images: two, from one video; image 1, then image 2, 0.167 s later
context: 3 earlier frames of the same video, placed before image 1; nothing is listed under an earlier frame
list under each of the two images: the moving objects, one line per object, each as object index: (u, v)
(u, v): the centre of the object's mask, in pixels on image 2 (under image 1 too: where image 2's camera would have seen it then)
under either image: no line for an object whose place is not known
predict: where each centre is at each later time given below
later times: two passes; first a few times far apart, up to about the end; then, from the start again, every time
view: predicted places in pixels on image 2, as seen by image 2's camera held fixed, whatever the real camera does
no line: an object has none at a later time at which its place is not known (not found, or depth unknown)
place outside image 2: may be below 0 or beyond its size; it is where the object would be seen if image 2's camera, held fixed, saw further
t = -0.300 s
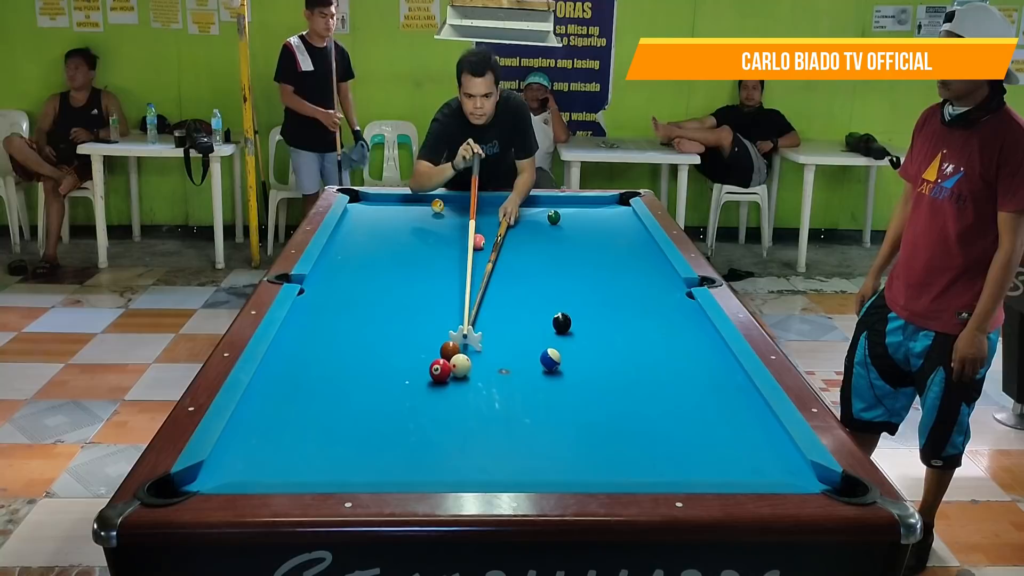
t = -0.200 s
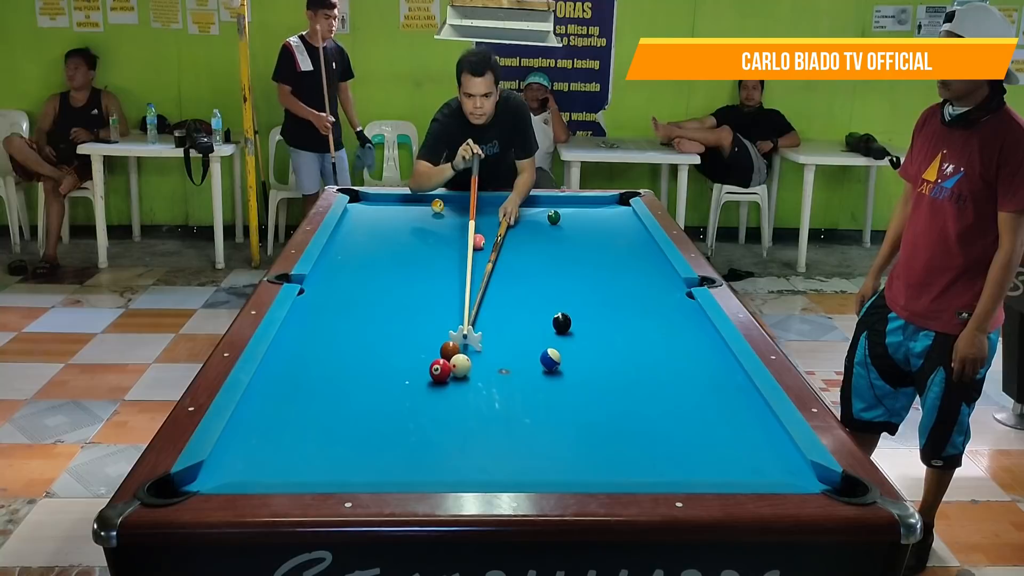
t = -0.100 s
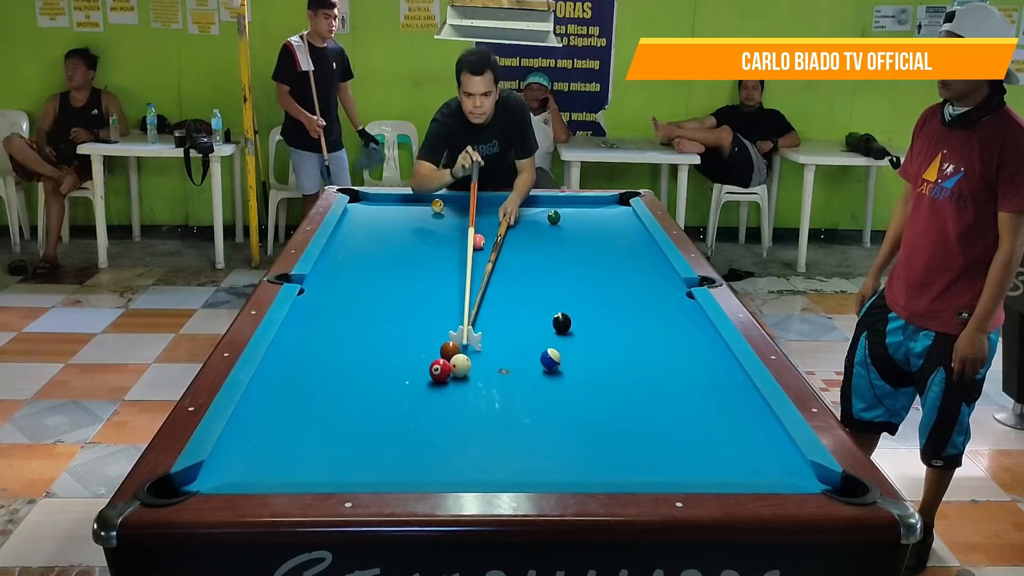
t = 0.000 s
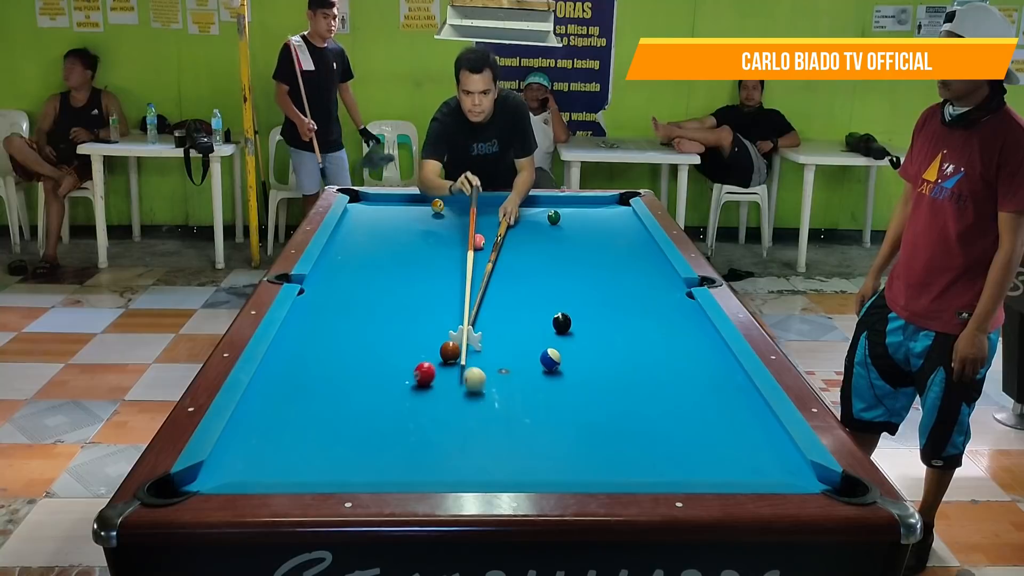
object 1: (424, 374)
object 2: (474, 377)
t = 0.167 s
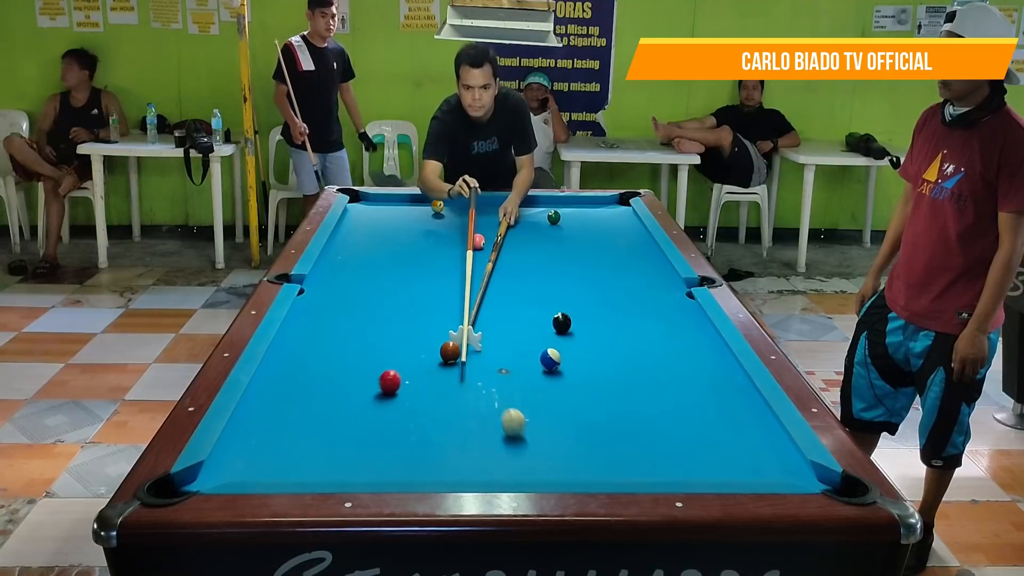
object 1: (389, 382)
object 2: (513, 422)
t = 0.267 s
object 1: (369, 387)
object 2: (540, 452)
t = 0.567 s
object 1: (304, 402)
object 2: (611, 437)
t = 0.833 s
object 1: (246, 416)
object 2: (659, 400)
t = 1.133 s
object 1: (272, 426)
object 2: (702, 365)
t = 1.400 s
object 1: (299, 435)
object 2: (703, 341)
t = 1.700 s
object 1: (327, 444)
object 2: (663, 321)
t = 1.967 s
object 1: (351, 451)
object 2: (633, 306)
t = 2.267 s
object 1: (376, 458)
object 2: (603, 290)
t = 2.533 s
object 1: (396, 464)
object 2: (579, 279)
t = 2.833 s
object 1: (417, 468)
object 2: (556, 267)
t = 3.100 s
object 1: (433, 470)
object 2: (538, 258)
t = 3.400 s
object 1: (446, 471)
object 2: (520, 249)
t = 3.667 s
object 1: (452, 471)
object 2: (506, 242)
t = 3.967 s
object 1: (457, 470)
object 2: (492, 235)
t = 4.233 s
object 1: (459, 470)
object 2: (481, 228)
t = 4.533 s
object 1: (459, 470)
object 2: (470, 224)
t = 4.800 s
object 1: (459, 470)
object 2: (461, 219)
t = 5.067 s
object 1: (459, 470)
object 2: (454, 216)
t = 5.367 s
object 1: (459, 470)
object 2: (446, 212)
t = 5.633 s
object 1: (459, 470)
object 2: (440, 209)
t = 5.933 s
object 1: (459, 470)
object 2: (437, 209)
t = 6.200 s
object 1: (459, 470)
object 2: (435, 209)
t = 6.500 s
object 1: (459, 470)
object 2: (434, 209)
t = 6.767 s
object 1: (459, 470)
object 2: (435, 209)
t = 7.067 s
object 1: (459, 470)
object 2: (435, 209)
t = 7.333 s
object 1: (459, 470)
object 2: (435, 209)
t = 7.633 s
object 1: (459, 470)
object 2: (435, 209)
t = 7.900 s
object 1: (459, 470)
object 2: (435, 209)
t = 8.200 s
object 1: (459, 470)
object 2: (435, 209)
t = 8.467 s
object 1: (459, 470)
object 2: (435, 209)
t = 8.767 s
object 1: (459, 470)
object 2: (435, 209)
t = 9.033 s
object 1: (459, 470)
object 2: (435, 209)
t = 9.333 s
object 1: (459, 470)
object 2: (435, 209)
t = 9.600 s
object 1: (459, 470)
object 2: (435, 209)
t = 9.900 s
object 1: (459, 470)
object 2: (435, 209)
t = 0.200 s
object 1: (383, 384)
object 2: (521, 432)
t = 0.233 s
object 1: (376, 385)
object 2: (530, 442)
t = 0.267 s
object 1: (369, 387)
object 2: (540, 452)
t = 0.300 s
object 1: (362, 389)
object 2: (549, 463)
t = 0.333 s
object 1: (355, 390)
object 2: (559, 469)
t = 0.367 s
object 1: (347, 392)
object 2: (568, 469)
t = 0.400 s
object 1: (340, 394)
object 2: (576, 464)
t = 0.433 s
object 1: (333, 395)
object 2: (584, 458)
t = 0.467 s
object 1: (326, 397)
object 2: (591, 454)
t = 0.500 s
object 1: (319, 399)
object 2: (598, 448)
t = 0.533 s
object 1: (312, 400)
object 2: (605, 443)
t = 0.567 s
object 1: (304, 402)
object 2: (611, 437)
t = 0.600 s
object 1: (297, 404)
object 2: (618, 432)
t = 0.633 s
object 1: (290, 406)
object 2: (624, 427)
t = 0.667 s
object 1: (283, 407)
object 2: (630, 422)
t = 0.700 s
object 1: (275, 409)
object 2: (636, 417)
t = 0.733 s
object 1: (268, 411)
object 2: (642, 413)
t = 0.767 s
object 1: (261, 413)
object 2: (647, 408)
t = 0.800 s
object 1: (253, 414)
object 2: (653, 404)
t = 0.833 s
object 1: (246, 416)
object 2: (659, 400)
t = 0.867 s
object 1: (245, 417)
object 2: (664, 395)
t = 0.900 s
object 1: (248, 419)
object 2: (669, 391)
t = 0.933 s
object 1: (252, 420)
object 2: (674, 387)
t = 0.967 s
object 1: (255, 421)
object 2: (679, 383)
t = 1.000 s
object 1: (259, 422)
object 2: (684, 380)
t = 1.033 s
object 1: (262, 423)
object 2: (689, 376)
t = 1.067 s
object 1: (266, 424)
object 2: (694, 372)
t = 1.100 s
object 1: (269, 425)
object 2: (698, 368)
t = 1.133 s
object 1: (272, 426)
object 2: (702, 365)
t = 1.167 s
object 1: (276, 428)
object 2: (707, 361)
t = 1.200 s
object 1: (279, 429)
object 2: (711, 358)
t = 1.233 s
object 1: (283, 429)
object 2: (716, 355)
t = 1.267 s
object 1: (286, 431)
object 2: (719, 351)
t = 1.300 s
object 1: (289, 432)
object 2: (718, 349)
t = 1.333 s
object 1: (293, 433)
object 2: (713, 346)
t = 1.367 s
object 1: (296, 434)
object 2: (708, 344)
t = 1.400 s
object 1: (299, 435)
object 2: (703, 341)
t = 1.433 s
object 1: (303, 436)
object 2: (698, 339)
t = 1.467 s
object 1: (306, 437)
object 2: (694, 336)
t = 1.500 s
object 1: (309, 438)
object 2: (689, 334)
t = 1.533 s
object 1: (312, 439)
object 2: (684, 332)
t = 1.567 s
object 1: (315, 439)
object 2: (680, 329)
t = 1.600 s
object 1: (318, 441)
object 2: (676, 327)
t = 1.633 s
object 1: (321, 442)
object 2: (671, 325)
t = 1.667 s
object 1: (324, 443)
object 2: (667, 323)
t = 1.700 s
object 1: (327, 444)
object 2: (663, 321)
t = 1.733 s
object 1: (330, 445)
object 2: (659, 319)
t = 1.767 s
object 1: (333, 445)
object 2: (655, 317)
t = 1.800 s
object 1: (336, 446)
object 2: (651, 315)
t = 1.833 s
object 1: (339, 447)
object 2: (648, 313)
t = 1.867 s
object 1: (342, 448)
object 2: (644, 311)
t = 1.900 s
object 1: (345, 449)
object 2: (640, 309)
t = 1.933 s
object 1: (348, 450)
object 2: (636, 307)
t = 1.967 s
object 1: (351, 451)
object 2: (633, 306)
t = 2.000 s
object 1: (354, 453)
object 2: (629, 304)
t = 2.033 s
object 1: (357, 453)
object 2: (626, 302)
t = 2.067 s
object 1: (360, 454)
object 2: (622, 300)
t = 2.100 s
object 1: (363, 454)
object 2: (619, 298)
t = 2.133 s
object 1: (365, 455)
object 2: (615, 297)
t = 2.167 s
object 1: (368, 456)
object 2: (612, 295)
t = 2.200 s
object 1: (371, 457)
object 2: (609, 293)
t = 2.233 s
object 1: (374, 458)
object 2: (606, 292)
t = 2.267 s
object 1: (376, 458)
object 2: (603, 290)
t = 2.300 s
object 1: (379, 459)
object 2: (600, 289)
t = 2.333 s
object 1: (381, 460)
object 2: (596, 287)
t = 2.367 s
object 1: (384, 460)
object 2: (593, 286)
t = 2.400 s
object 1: (387, 461)
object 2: (591, 284)
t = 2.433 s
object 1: (389, 462)
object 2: (588, 283)
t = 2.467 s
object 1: (392, 462)
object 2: (585, 281)
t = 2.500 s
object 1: (394, 463)
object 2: (582, 280)
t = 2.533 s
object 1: (396, 464)
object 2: (579, 279)
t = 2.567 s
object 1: (399, 465)
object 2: (577, 277)
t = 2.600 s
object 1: (401, 465)
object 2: (574, 276)
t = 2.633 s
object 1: (403, 466)
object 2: (571, 275)
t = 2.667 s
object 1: (406, 466)
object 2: (568, 273)
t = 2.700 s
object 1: (408, 466)
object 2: (566, 272)
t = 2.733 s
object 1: (410, 467)
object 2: (563, 271)
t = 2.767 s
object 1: (413, 467)
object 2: (561, 269)
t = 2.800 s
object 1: (415, 468)
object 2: (558, 268)
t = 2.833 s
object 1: (417, 468)
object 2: (556, 267)
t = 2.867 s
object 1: (419, 468)
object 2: (554, 266)
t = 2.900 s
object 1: (421, 468)
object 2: (551, 265)
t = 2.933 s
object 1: (423, 469)
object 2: (549, 264)
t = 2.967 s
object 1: (425, 469)
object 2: (547, 262)
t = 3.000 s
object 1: (427, 470)
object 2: (544, 261)
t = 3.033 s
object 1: (429, 470)
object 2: (542, 260)
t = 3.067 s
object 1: (431, 470)
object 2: (540, 259)
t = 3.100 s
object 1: (433, 470)
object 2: (538, 258)
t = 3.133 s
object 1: (435, 471)
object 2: (536, 257)
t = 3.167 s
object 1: (437, 471)
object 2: (534, 256)
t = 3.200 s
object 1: (439, 471)
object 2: (532, 255)
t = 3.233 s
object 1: (440, 471)
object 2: (530, 254)
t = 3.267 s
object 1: (442, 472)
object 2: (528, 253)
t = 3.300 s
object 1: (443, 472)
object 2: (526, 252)
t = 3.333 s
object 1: (444, 472)
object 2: (524, 251)
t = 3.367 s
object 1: (445, 471)
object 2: (522, 250)
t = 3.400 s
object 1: (446, 471)
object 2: (520, 249)
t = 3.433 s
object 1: (447, 471)
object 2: (518, 248)
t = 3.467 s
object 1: (448, 471)
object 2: (516, 247)
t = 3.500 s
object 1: (449, 471)
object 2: (515, 246)
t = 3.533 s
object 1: (450, 471)
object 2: (513, 245)
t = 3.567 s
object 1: (450, 471)
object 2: (511, 244)
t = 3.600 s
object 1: (451, 471)
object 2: (509, 243)
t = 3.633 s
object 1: (452, 471)
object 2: (508, 243)
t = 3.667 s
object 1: (452, 471)
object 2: (506, 242)
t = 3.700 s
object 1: (453, 471)
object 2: (504, 241)
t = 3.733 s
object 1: (454, 471)
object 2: (503, 240)
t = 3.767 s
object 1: (454, 471)
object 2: (501, 239)
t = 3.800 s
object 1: (455, 471)
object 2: (500, 239)
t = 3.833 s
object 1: (455, 470)
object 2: (498, 238)
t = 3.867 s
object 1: (456, 470)
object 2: (497, 237)
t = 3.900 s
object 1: (456, 470)
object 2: (495, 236)
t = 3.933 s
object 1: (456, 470)
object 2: (494, 235)
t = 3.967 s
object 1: (457, 470)
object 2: (492, 235)
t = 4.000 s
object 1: (457, 470)
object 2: (491, 234)
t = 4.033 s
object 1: (458, 470)
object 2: (489, 233)
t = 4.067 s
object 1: (458, 470)
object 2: (488, 232)
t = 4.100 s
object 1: (458, 470)
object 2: (487, 231)
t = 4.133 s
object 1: (458, 470)
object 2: (485, 231)
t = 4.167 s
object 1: (458, 470)
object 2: (484, 230)
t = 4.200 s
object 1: (459, 470)
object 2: (483, 229)
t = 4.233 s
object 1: (459, 470)
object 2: (481, 228)
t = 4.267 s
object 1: (459, 470)
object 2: (480, 228)
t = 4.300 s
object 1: (459, 470)
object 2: (478, 227)
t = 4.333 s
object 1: (459, 470)
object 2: (477, 227)
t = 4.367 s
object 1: (459, 470)
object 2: (476, 226)
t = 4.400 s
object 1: (459, 470)
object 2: (475, 226)
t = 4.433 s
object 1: (459, 470)
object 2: (473, 225)
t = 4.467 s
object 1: (459, 470)
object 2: (472, 225)
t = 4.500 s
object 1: (459, 470)
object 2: (471, 224)
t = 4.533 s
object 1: (459, 470)
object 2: (470, 224)
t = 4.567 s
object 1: (459, 470)
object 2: (469, 223)
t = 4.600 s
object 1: (459, 470)
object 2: (467, 223)
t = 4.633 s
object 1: (459, 470)
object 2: (466, 222)
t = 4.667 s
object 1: (459, 470)
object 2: (465, 222)
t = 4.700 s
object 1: (459, 470)
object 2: (464, 221)
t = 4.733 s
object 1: (459, 470)
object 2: (463, 220)
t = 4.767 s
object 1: (459, 470)
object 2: (462, 220)
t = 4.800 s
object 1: (459, 470)
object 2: (461, 219)
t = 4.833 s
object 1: (459, 470)
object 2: (460, 219)
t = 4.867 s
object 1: (459, 470)
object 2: (459, 218)
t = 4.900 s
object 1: (459, 470)
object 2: (458, 218)
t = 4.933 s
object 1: (459, 470)
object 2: (457, 217)
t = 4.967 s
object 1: (459, 470)
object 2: (456, 217)
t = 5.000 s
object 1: (459, 470)
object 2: (455, 217)
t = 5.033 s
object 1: (459, 470)
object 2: (454, 216)
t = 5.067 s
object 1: (459, 470)
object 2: (454, 216)
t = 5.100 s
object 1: (459, 470)
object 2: (453, 215)
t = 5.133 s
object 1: (459, 470)
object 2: (452, 215)
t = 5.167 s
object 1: (459, 470)
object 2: (451, 214)
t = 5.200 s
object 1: (459, 470)
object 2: (450, 214)
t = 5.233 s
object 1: (459, 470)
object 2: (449, 214)
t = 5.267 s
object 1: (459, 470)
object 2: (448, 213)
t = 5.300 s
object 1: (459, 470)
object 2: (448, 213)
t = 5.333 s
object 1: (459, 470)
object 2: (447, 213)
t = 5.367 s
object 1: (459, 470)
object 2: (446, 212)
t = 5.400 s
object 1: (459, 470)
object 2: (445, 212)
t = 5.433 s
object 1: (459, 470)
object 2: (445, 212)
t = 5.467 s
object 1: (459, 470)
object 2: (444, 211)
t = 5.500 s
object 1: (459, 470)
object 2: (443, 211)
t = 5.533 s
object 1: (459, 470)
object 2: (443, 210)
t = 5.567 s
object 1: (459, 470)
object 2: (442, 210)
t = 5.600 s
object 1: (459, 470)
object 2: (441, 210)
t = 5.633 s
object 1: (459, 470)
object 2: (440, 209)
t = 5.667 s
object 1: (459, 470)
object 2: (440, 209)
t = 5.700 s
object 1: (459, 470)
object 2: (439, 209)
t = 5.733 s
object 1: (459, 470)
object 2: (439, 209)
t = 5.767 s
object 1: (459, 470)
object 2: (438, 209)
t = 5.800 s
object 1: (459, 470)
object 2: (438, 209)
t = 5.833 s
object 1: (459, 470)
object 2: (437, 209)
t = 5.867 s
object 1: (459, 470)
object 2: (437, 209)
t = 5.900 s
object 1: (459, 470)
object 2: (437, 209)
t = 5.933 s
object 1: (459, 470)
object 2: (437, 209)
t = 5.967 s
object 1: (459, 470)
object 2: (436, 209)
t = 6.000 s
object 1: (459, 470)
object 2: (436, 209)
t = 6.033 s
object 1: (459, 470)
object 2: (436, 208)
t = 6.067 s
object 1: (459, 470)
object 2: (435, 209)
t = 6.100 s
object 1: (459, 470)
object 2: (435, 209)
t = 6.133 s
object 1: (459, 470)
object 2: (435, 209)
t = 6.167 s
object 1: (459, 470)
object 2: (435, 209)
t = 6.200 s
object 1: (459, 470)
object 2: (435, 209)
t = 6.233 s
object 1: (459, 470)
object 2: (434, 209)
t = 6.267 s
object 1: (459, 470)
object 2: (434, 209)
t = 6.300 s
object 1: (459, 470)
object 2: (434, 209)
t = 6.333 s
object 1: (459, 470)
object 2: (434, 209)
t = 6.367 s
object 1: (459, 470)
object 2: (434, 209)
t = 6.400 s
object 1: (459, 470)
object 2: (434, 209)
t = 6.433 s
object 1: (459, 470)
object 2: (434, 209)
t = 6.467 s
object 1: (459, 470)
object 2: (434, 209)
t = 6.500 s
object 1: (459, 470)
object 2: (434, 209)
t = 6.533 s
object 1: (459, 470)
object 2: (434, 209)
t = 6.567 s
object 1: (459, 470)
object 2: (434, 209)
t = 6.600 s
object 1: (459, 470)
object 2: (434, 209)
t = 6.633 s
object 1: (459, 470)
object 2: (434, 209)
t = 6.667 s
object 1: (459, 470)
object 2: (435, 209)
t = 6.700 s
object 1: (459, 470)
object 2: (435, 209)
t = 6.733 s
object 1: (459, 470)
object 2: (435, 209)
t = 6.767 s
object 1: (459, 470)
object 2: (435, 209)
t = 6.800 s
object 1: (459, 470)
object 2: (435, 209)
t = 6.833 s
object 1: (459, 470)
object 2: (435, 209)
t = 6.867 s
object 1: (459, 470)
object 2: (435, 209)
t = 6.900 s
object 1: (459, 470)
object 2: (435, 209)
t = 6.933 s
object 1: (459, 470)
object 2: (435, 209)
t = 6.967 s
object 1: (459, 470)
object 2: (435, 209)
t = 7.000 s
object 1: (459, 470)
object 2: (435, 209)
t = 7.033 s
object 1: (459, 470)
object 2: (435, 209)
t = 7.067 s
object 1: (459, 470)
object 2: (435, 209)
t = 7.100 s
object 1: (459, 470)
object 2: (435, 209)
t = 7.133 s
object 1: (459, 470)
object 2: (435, 209)
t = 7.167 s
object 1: (459, 470)
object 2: (435, 209)
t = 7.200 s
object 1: (459, 470)
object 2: (435, 209)
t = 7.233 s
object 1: (459, 470)
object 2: (435, 209)
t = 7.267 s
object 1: (459, 470)
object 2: (435, 209)
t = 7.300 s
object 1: (459, 470)
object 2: (435, 209)
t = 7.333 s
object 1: (459, 470)
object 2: (435, 209)
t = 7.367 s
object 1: (459, 470)
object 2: (435, 209)
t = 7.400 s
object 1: (459, 470)
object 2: (435, 209)
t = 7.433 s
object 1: (459, 470)
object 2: (435, 209)
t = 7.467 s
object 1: (459, 470)
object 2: (435, 209)
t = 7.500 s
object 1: (459, 470)
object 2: (435, 209)
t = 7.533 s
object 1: (459, 470)
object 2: (435, 209)
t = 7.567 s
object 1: (459, 470)
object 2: (435, 209)
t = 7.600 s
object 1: (459, 470)
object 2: (435, 209)
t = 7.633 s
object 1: (459, 470)
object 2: (435, 209)
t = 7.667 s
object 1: (459, 470)
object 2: (435, 209)
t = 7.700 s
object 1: (459, 470)
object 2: (435, 209)
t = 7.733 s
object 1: (459, 470)
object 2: (435, 209)
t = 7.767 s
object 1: (459, 470)
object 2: (435, 209)
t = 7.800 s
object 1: (459, 470)
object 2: (435, 209)
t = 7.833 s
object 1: (459, 470)
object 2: (435, 209)
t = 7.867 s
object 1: (459, 470)
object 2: (435, 209)
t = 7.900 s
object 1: (459, 470)
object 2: (435, 209)
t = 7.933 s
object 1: (459, 470)
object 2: (435, 209)
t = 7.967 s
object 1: (459, 470)
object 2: (435, 209)
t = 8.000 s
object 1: (459, 470)
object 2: (435, 209)
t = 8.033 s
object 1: (459, 470)
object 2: (435, 209)
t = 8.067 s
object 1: (459, 470)
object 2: (435, 209)
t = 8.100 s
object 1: (459, 470)
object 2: (435, 209)
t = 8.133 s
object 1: (459, 470)
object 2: (435, 209)
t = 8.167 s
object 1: (459, 470)
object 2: (435, 209)
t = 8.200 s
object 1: (459, 470)
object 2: (435, 209)
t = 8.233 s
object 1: (459, 470)
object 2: (435, 209)
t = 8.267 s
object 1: (459, 470)
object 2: (435, 209)
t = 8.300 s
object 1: (459, 470)
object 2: (435, 209)
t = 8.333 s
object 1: (459, 470)
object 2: (435, 209)
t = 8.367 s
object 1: (459, 470)
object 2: (435, 209)
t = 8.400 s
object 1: (459, 470)
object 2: (435, 209)
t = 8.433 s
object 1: (459, 470)
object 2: (435, 209)
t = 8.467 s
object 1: (459, 470)
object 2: (435, 209)
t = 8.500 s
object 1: (459, 470)
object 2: (435, 209)
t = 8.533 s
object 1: (459, 470)
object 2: (435, 209)
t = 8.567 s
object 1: (459, 470)
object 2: (435, 209)
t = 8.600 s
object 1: (459, 470)
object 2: (435, 209)
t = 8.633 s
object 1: (459, 470)
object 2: (435, 209)
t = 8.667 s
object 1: (459, 470)
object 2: (435, 209)
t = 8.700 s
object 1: (459, 470)
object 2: (435, 209)
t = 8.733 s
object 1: (459, 470)
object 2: (435, 209)
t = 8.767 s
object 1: (459, 470)
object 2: (435, 209)
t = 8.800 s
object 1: (459, 470)
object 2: (435, 209)
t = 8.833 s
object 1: (459, 470)
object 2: (435, 209)
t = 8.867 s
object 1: (459, 470)
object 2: (435, 209)
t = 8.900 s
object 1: (459, 470)
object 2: (435, 209)
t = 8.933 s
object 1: (459, 470)
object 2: (435, 209)
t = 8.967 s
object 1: (459, 470)
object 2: (435, 209)
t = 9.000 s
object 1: (459, 470)
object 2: (435, 209)
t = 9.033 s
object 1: (459, 470)
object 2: (435, 209)
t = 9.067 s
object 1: (459, 470)
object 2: (435, 209)
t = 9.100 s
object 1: (459, 470)
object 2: (435, 209)
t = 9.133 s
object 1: (459, 470)
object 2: (435, 209)
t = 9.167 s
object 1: (459, 470)
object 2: (435, 209)
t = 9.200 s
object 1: (459, 470)
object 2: (435, 209)
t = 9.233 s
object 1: (459, 470)
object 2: (435, 209)
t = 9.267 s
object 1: (459, 470)
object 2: (435, 209)
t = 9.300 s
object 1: (459, 470)
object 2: (435, 209)
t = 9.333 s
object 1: (459, 470)
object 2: (435, 209)
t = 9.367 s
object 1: (459, 470)
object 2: (435, 209)
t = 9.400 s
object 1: (459, 470)
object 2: (435, 209)
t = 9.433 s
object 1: (459, 470)
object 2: (435, 209)
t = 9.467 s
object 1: (459, 470)
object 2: (435, 209)
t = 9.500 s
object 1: (459, 470)
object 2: (435, 209)
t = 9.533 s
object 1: (459, 470)
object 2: (435, 209)
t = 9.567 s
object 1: (459, 470)
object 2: (435, 209)
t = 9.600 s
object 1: (459, 470)
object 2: (435, 209)
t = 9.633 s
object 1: (459, 470)
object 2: (435, 209)
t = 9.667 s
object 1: (459, 470)
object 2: (435, 209)
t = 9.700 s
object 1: (459, 470)
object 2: (435, 209)
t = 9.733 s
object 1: (459, 470)
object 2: (435, 209)
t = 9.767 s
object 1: (459, 470)
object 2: (435, 209)
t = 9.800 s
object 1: (459, 470)
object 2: (435, 209)
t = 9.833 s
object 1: (459, 470)
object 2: (435, 209)
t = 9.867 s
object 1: (459, 470)
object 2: (435, 209)
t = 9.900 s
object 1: (459, 470)
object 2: (435, 209)
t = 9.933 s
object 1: (459, 470)
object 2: (435, 209)
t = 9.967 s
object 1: (459, 470)
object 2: (435, 209)
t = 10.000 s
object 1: (459, 470)
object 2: (435, 209)
